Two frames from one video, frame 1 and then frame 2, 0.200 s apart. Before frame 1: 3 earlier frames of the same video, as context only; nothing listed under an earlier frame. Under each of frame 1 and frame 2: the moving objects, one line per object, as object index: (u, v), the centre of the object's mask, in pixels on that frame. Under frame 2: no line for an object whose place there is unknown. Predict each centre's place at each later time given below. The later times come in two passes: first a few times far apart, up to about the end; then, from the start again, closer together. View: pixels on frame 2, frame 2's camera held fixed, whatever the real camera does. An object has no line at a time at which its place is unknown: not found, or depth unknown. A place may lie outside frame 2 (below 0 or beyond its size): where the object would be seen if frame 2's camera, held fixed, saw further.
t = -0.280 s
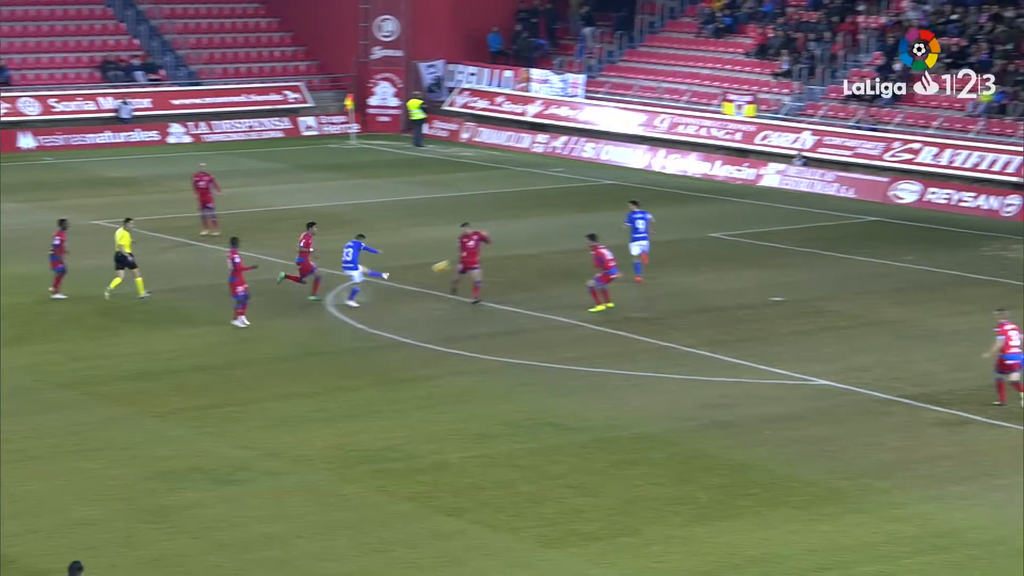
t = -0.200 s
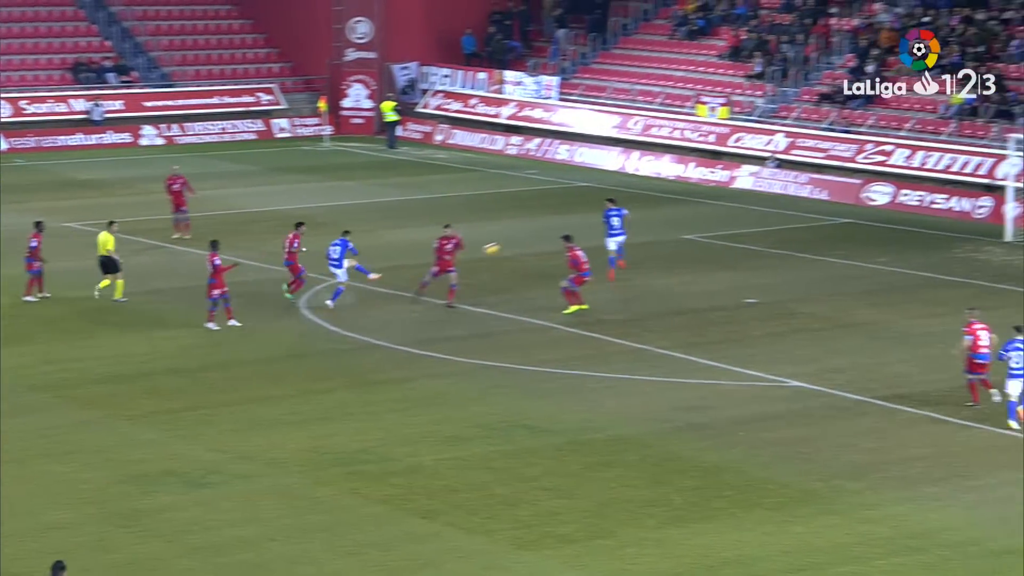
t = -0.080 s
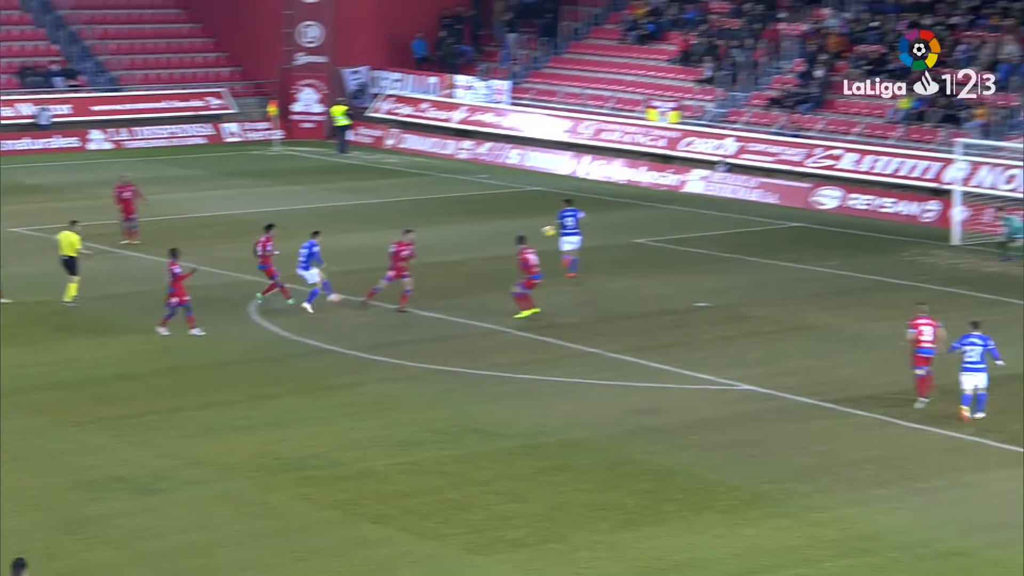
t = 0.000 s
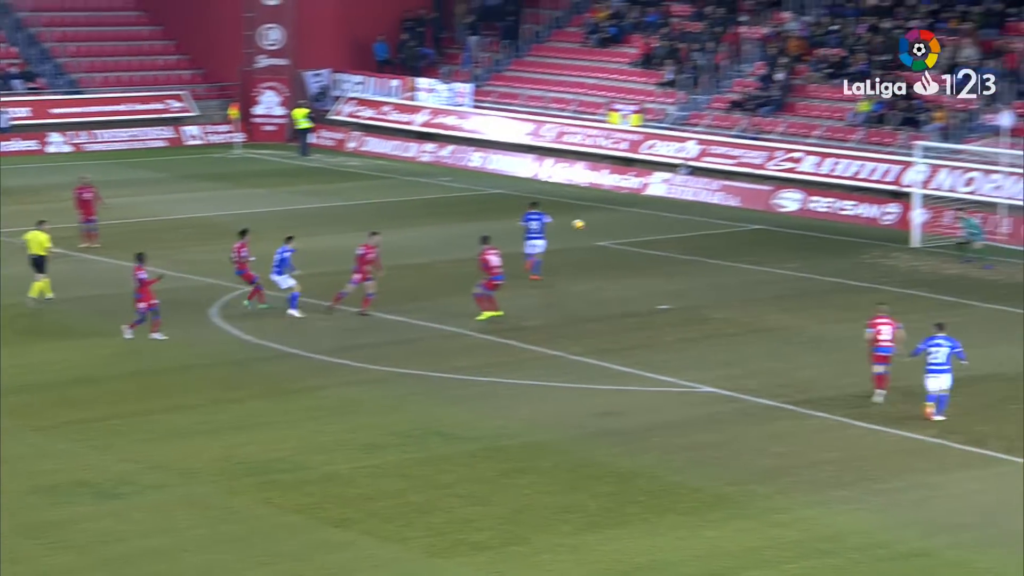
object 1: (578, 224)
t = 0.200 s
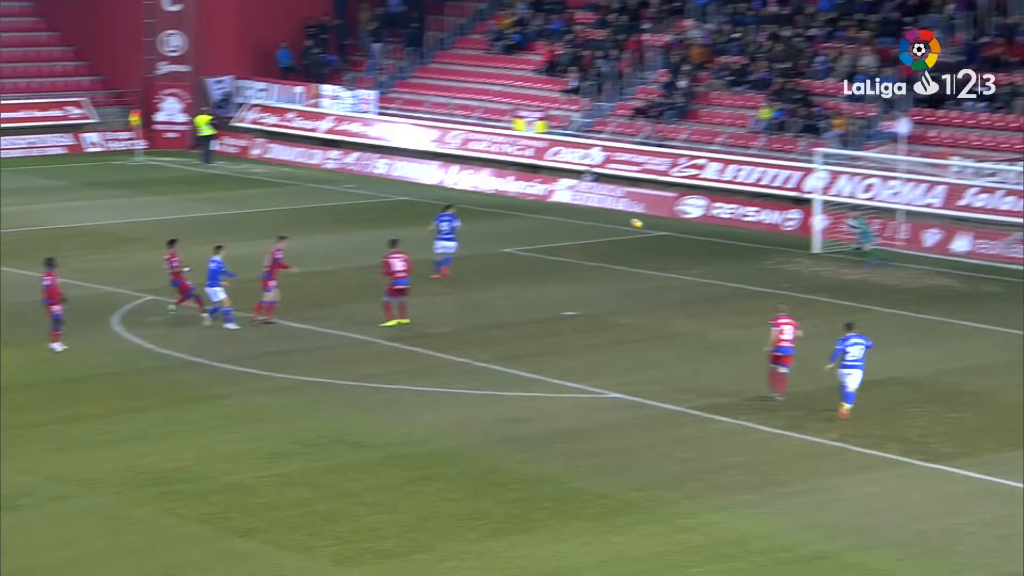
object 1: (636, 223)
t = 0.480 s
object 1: (821, 249)
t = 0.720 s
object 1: (913, 215)
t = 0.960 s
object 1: (915, 206)
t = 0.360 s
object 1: (744, 233)
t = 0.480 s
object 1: (821, 249)
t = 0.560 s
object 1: (861, 238)
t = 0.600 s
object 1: (880, 230)
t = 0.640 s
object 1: (899, 224)
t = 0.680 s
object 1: (911, 218)
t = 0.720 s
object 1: (913, 215)
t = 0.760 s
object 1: (913, 212)
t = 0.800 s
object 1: (914, 210)
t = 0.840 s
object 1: (914, 208)
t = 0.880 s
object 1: (915, 207)
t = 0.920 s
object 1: (916, 206)
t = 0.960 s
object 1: (915, 206)
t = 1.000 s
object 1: (915, 207)
